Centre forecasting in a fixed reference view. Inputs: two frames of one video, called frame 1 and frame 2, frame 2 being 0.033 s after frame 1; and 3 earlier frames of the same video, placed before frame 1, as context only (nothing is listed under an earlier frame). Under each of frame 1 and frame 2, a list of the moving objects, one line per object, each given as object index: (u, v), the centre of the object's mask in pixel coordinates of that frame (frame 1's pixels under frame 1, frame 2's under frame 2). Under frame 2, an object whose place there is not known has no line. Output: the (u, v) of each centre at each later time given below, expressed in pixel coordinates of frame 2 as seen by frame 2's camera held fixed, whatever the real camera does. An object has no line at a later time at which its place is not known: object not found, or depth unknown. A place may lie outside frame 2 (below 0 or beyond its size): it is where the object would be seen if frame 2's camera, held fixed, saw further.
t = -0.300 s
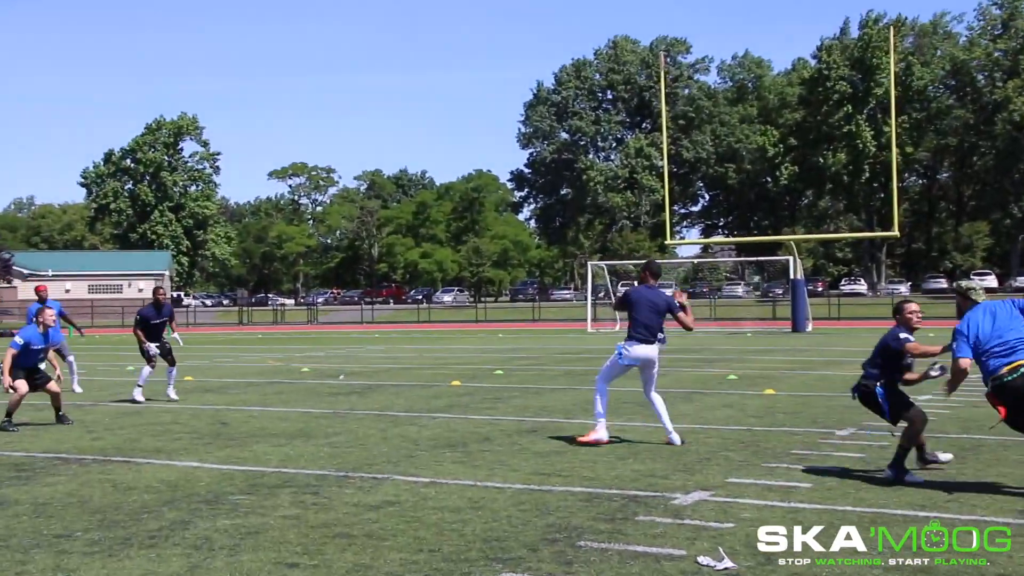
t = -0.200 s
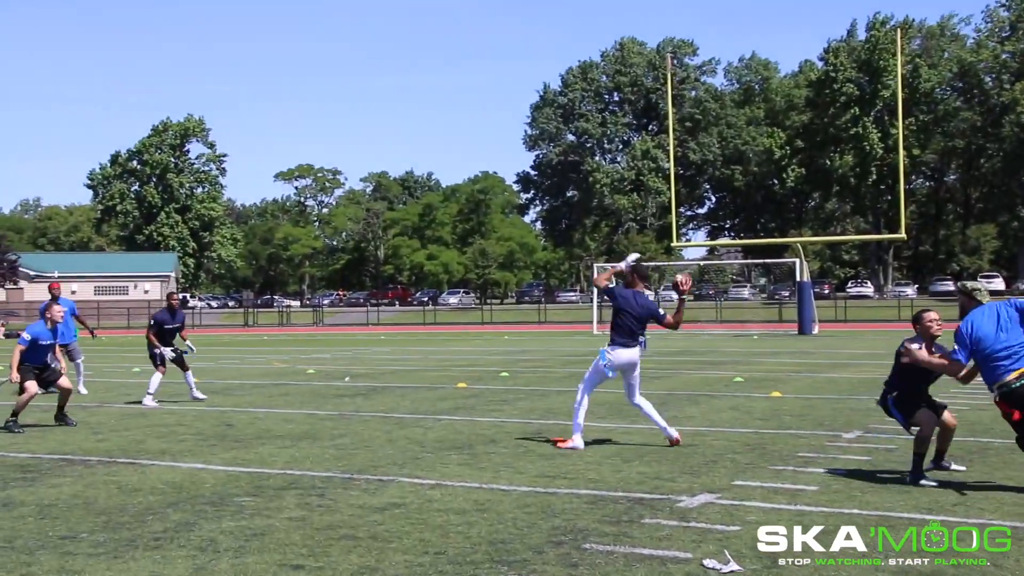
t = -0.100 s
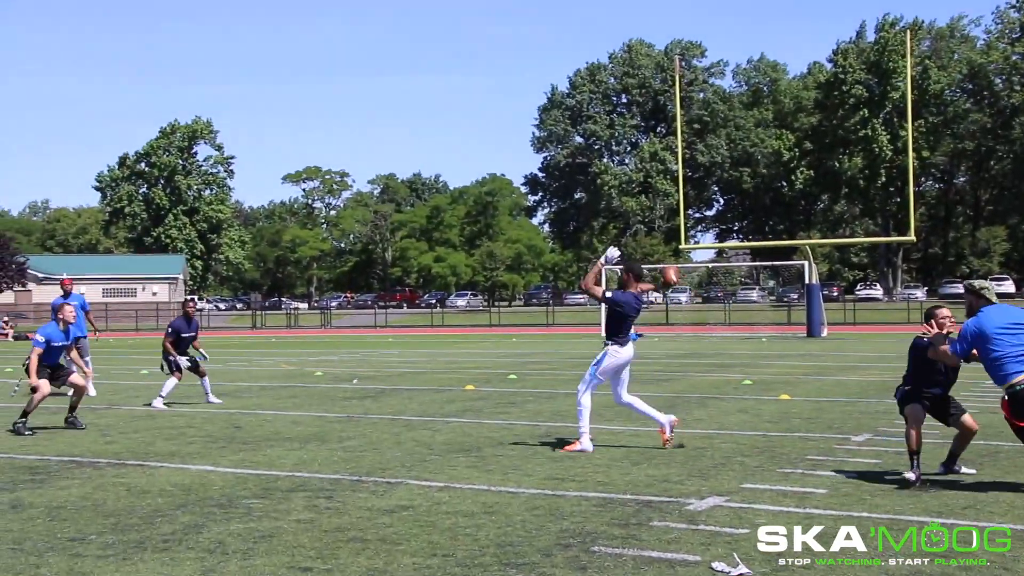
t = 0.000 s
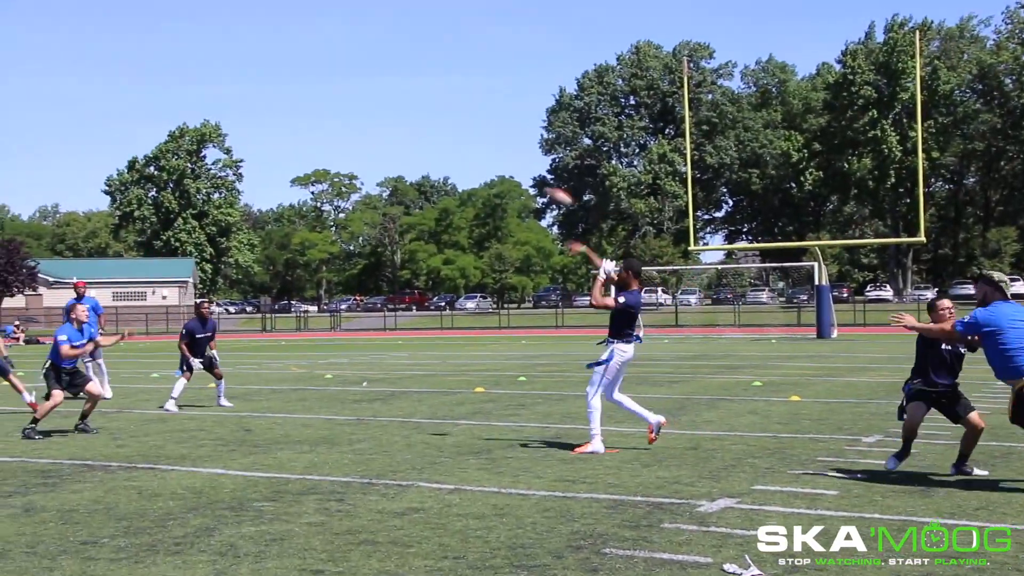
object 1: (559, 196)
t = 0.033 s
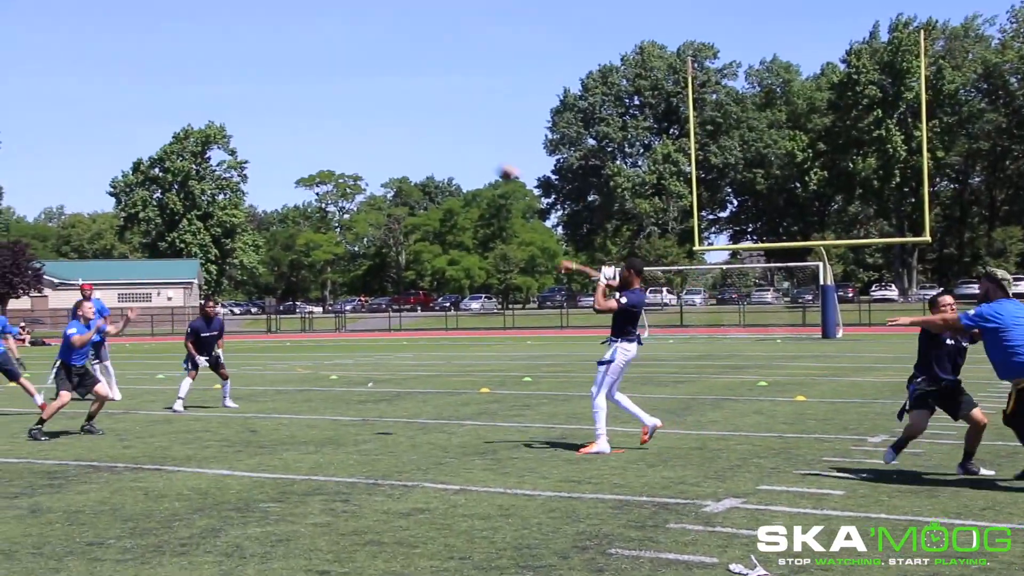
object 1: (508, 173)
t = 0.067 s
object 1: (454, 148)
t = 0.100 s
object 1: (401, 125)
